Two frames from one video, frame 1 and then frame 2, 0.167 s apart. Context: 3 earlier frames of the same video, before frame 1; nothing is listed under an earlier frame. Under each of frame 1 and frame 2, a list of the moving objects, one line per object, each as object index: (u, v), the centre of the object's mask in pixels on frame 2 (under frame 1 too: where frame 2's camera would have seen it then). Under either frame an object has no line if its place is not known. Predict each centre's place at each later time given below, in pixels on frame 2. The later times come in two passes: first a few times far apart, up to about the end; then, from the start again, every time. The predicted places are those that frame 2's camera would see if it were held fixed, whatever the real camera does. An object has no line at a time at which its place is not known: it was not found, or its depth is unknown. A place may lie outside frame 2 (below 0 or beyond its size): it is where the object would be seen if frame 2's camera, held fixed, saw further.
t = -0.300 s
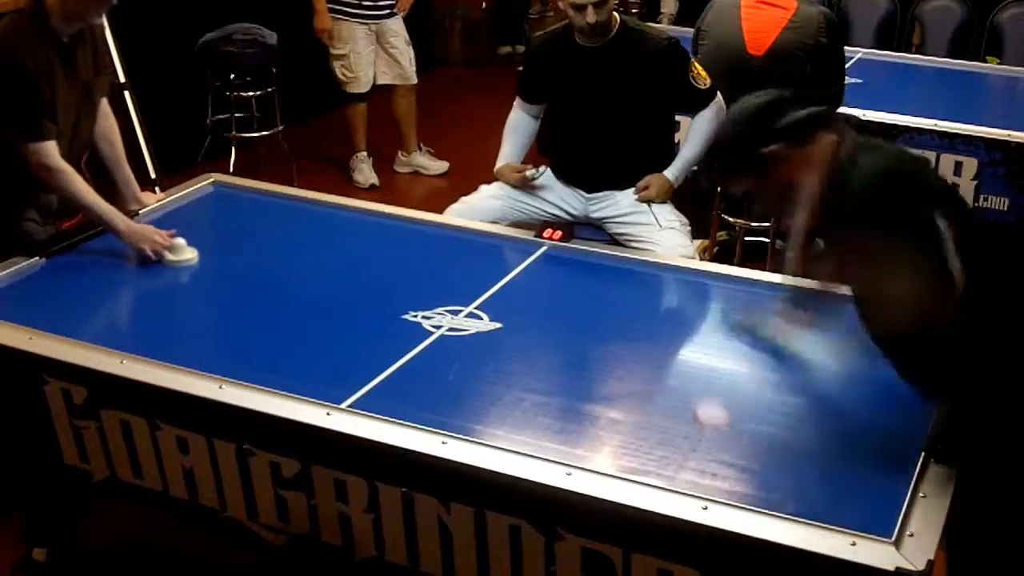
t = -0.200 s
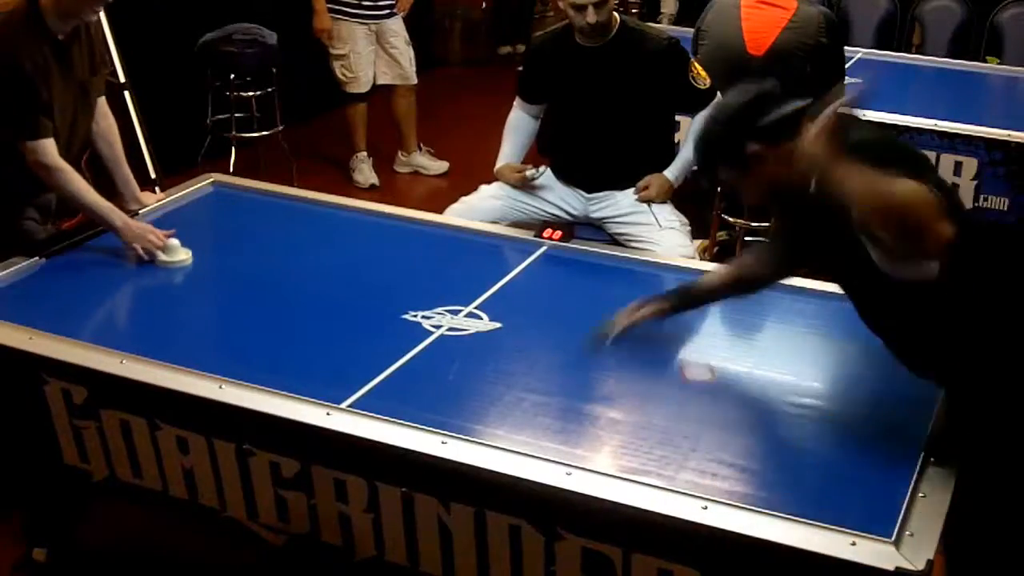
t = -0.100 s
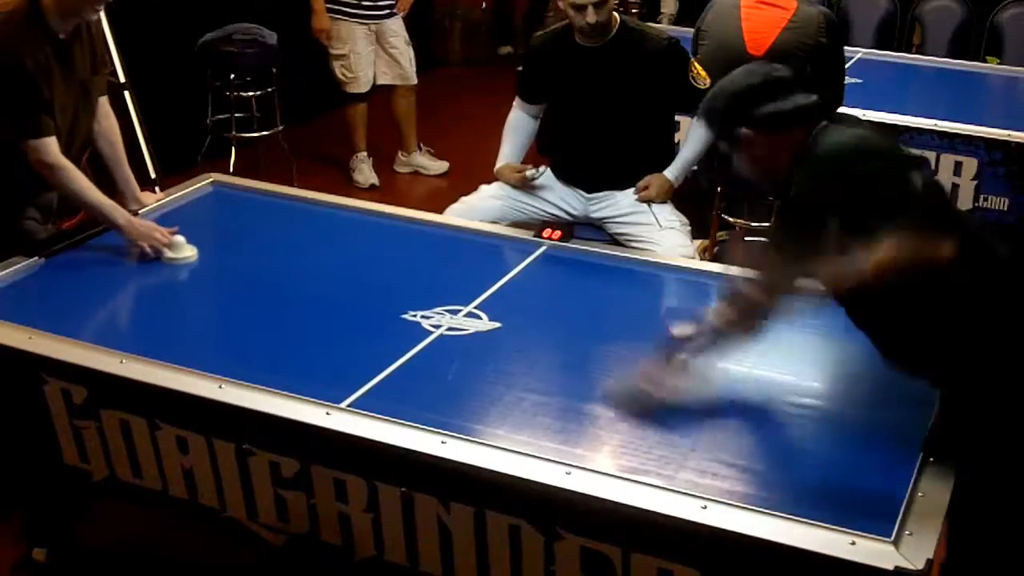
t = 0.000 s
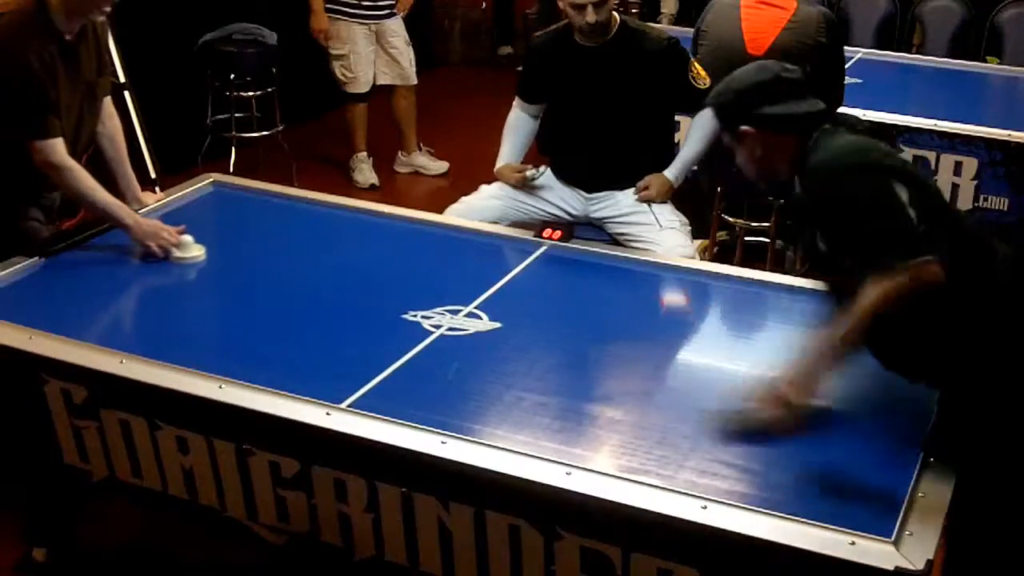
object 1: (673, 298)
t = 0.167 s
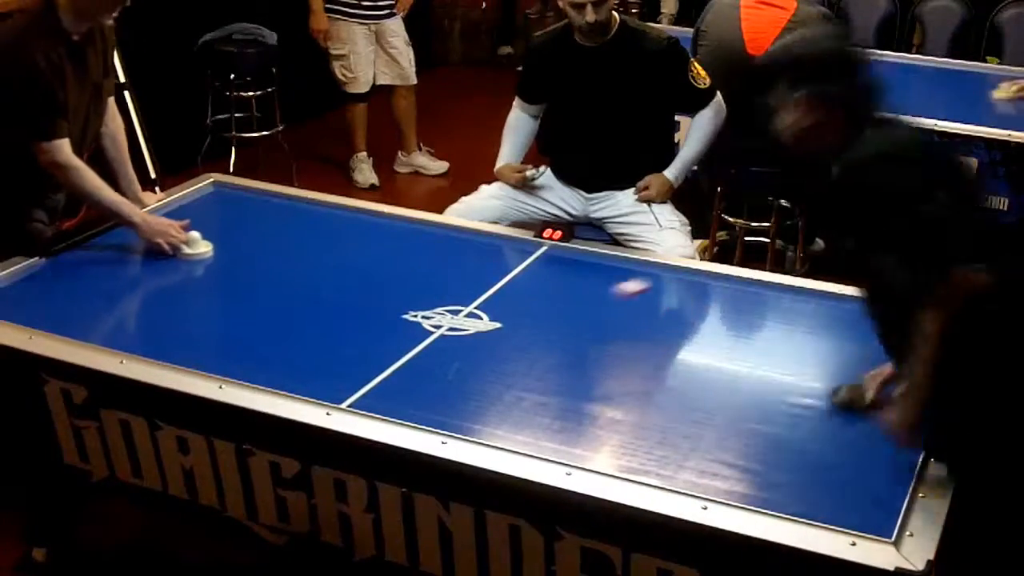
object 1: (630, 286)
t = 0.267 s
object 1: (586, 303)
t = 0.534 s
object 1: (453, 354)
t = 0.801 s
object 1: (334, 381)
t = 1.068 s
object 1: (349, 311)
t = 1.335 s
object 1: (362, 255)
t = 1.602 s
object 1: (350, 224)
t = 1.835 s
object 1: (277, 251)
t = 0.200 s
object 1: (616, 292)
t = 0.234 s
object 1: (601, 297)
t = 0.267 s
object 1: (586, 303)
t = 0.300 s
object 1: (571, 310)
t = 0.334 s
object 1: (555, 316)
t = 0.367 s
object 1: (539, 321)
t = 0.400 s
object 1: (524, 328)
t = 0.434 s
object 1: (507, 334)
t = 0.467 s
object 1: (489, 341)
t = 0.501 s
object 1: (471, 348)
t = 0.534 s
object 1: (453, 354)
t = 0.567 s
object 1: (435, 361)
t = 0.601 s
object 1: (418, 368)
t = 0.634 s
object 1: (401, 375)
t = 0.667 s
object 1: (376, 383)
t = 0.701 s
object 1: (353, 390)
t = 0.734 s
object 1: (339, 395)
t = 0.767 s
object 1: (333, 391)
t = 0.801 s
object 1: (334, 381)
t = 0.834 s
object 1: (336, 371)
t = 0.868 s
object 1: (338, 362)
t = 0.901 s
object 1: (340, 353)
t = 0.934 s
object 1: (342, 344)
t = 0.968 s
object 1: (343, 335)
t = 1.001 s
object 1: (346, 327)
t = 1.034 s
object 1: (348, 319)
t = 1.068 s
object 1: (349, 311)
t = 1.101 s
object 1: (351, 304)
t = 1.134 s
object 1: (353, 296)
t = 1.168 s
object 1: (355, 288)
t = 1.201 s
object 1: (356, 281)
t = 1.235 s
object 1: (358, 274)
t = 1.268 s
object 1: (359, 267)
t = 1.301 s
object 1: (361, 261)
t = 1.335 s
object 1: (362, 255)
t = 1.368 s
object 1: (364, 248)
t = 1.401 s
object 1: (365, 241)
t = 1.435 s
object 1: (366, 236)
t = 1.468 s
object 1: (368, 230)
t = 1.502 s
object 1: (369, 224)
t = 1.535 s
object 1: (368, 219)
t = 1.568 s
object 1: (360, 221)
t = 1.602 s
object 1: (350, 224)
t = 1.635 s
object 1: (340, 228)
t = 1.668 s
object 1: (330, 232)
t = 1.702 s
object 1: (320, 235)
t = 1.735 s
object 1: (309, 239)
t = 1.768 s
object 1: (299, 243)
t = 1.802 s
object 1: (287, 247)
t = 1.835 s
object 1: (277, 251)
